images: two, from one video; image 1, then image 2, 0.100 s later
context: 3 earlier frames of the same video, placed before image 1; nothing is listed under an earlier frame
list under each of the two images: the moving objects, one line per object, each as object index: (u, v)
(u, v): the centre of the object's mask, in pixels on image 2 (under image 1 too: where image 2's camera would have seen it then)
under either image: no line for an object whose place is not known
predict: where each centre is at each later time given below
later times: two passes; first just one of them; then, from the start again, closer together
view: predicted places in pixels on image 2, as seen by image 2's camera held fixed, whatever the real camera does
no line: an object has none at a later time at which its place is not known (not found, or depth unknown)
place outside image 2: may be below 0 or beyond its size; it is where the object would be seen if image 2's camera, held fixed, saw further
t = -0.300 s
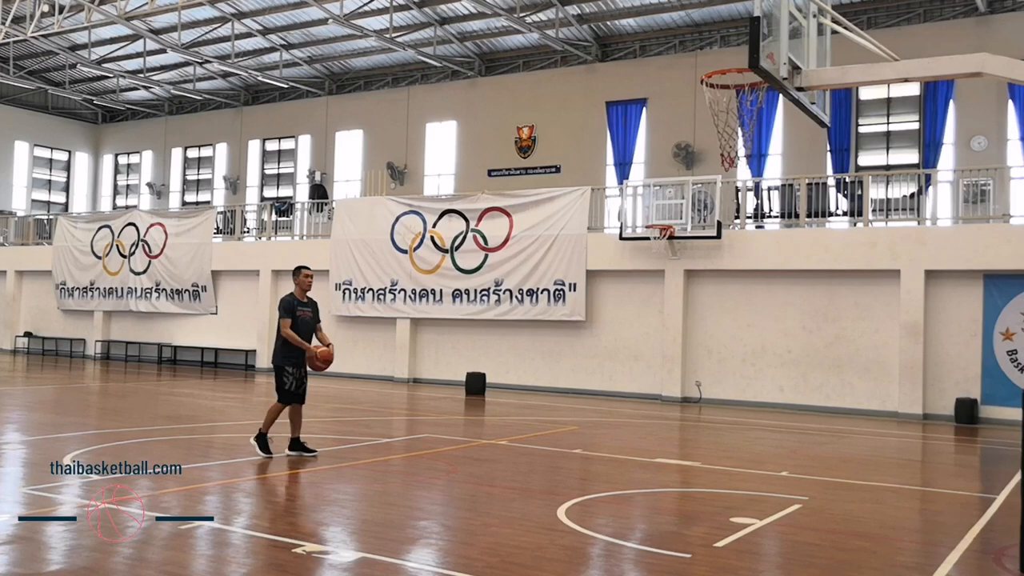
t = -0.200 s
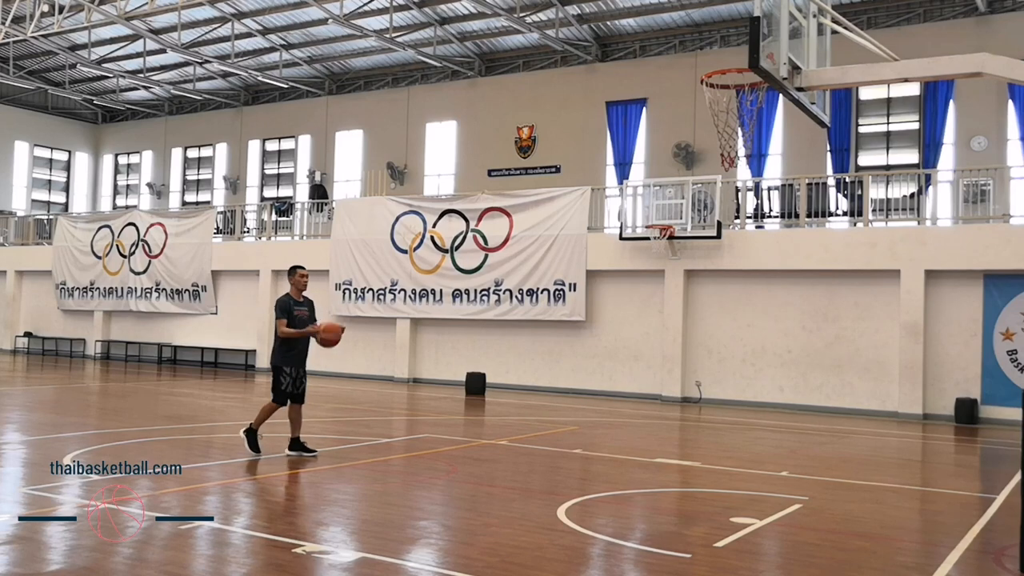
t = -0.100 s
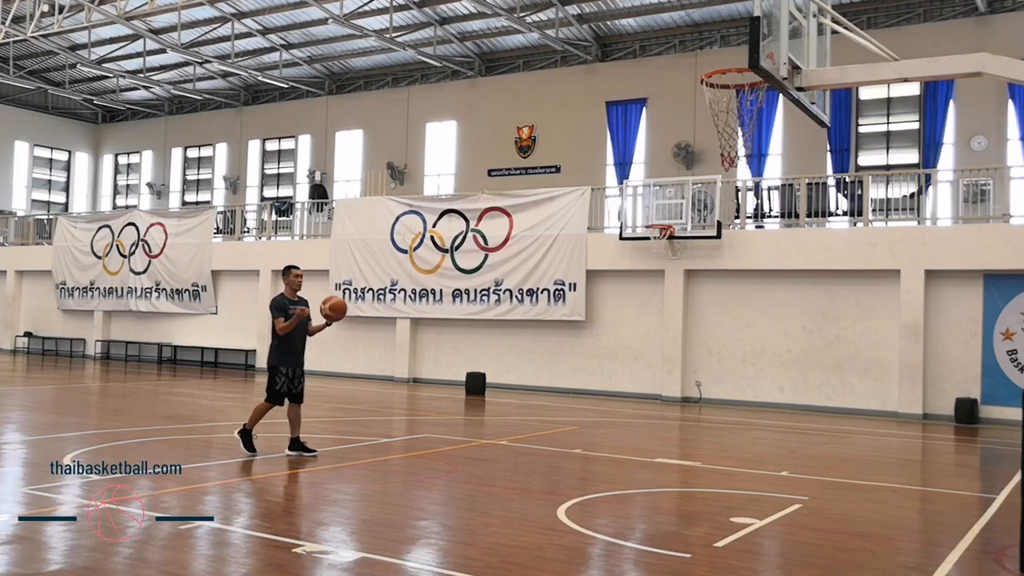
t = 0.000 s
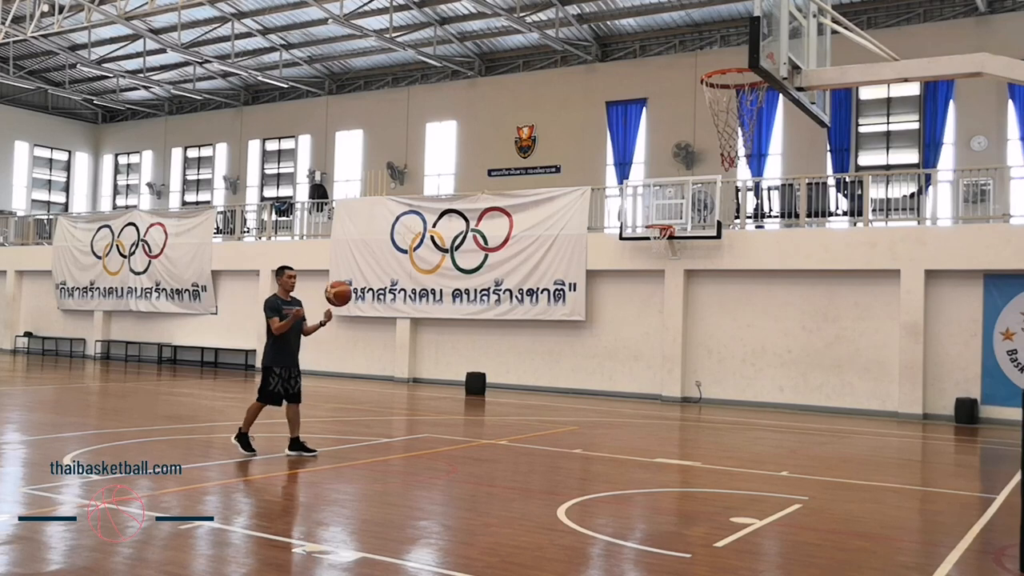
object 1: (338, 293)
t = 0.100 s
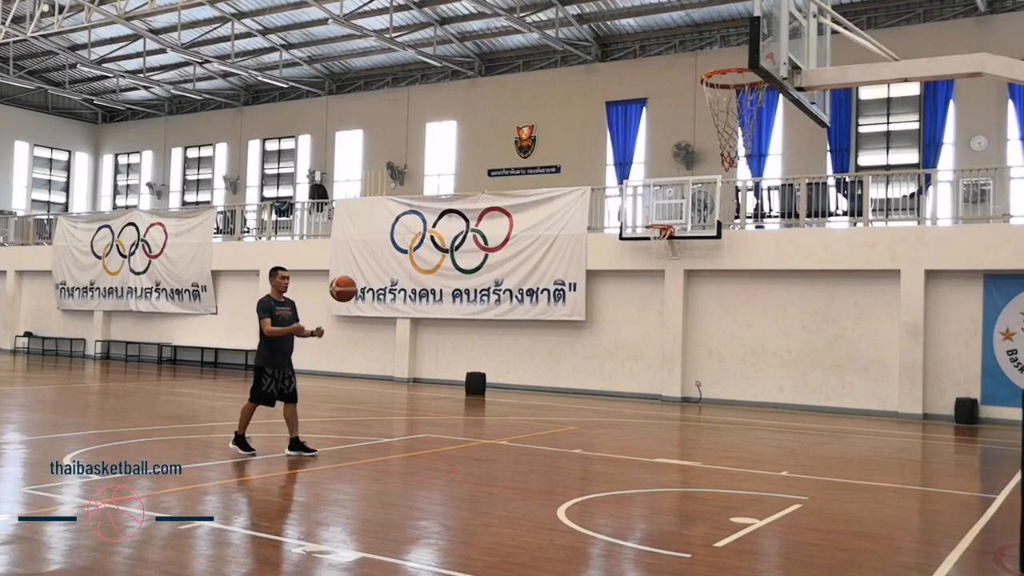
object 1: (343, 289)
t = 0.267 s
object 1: (350, 305)
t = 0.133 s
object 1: (344, 289)
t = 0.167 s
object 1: (346, 291)
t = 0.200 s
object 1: (347, 294)
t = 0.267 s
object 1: (350, 305)
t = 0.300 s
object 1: (351, 311)
